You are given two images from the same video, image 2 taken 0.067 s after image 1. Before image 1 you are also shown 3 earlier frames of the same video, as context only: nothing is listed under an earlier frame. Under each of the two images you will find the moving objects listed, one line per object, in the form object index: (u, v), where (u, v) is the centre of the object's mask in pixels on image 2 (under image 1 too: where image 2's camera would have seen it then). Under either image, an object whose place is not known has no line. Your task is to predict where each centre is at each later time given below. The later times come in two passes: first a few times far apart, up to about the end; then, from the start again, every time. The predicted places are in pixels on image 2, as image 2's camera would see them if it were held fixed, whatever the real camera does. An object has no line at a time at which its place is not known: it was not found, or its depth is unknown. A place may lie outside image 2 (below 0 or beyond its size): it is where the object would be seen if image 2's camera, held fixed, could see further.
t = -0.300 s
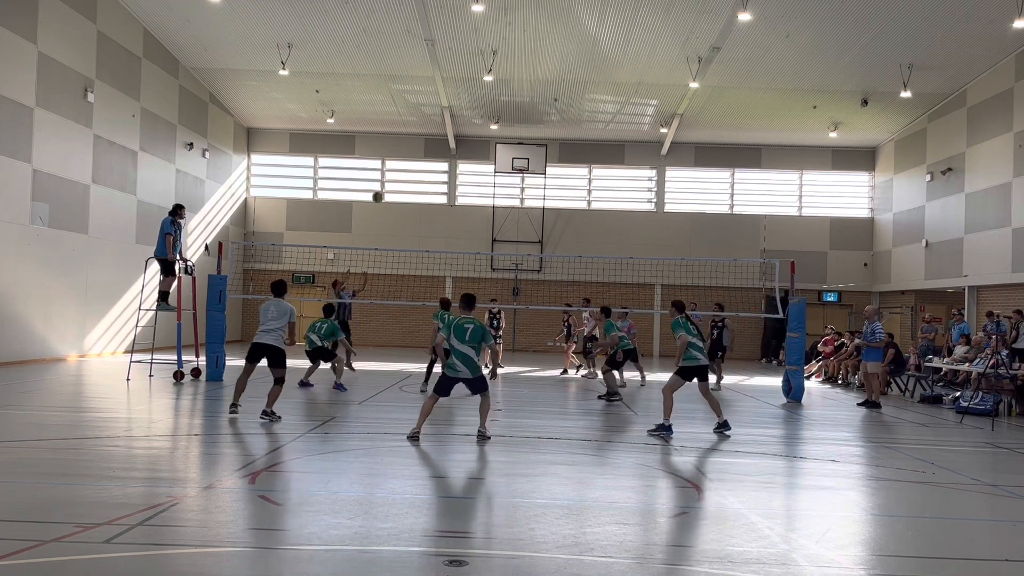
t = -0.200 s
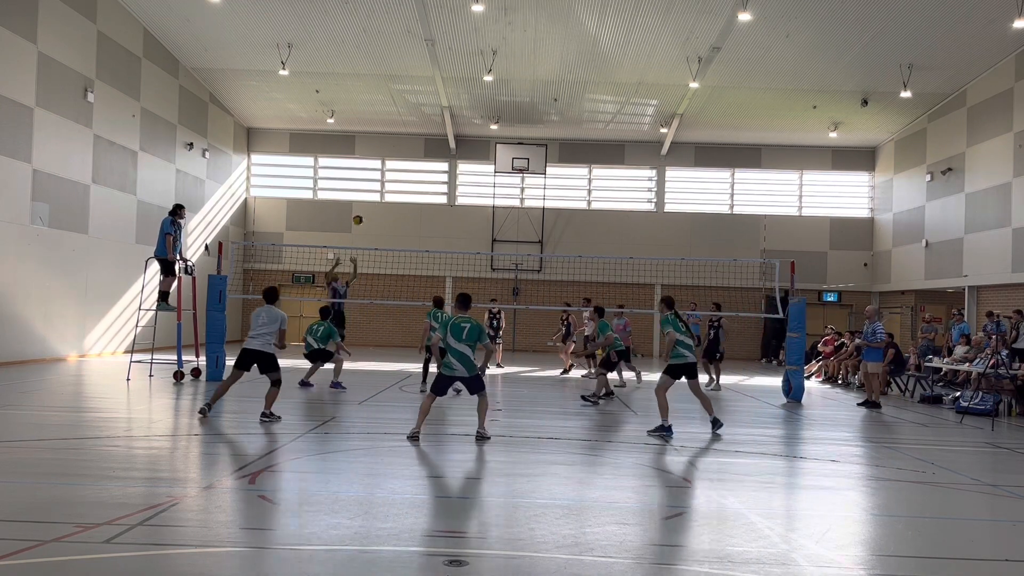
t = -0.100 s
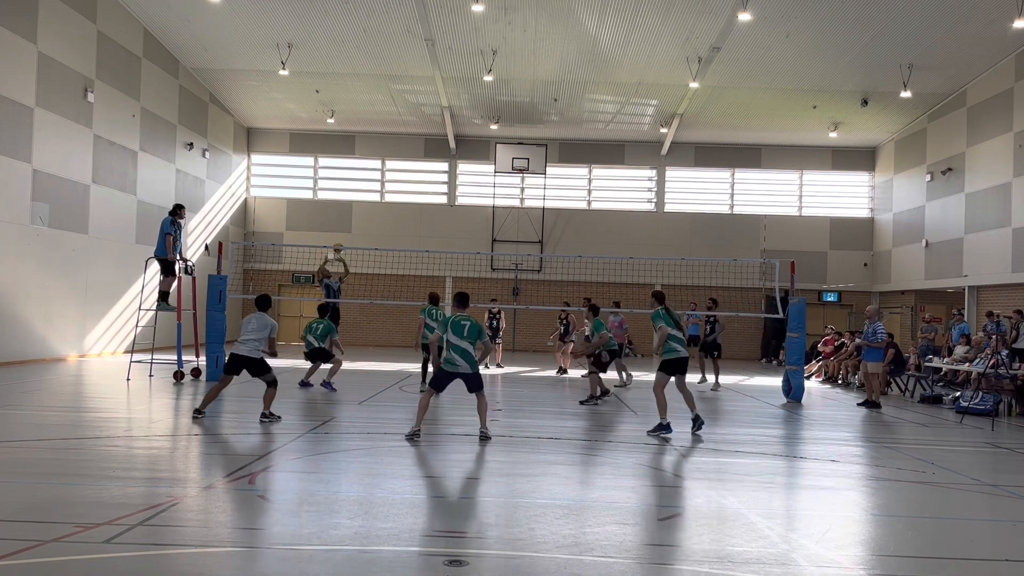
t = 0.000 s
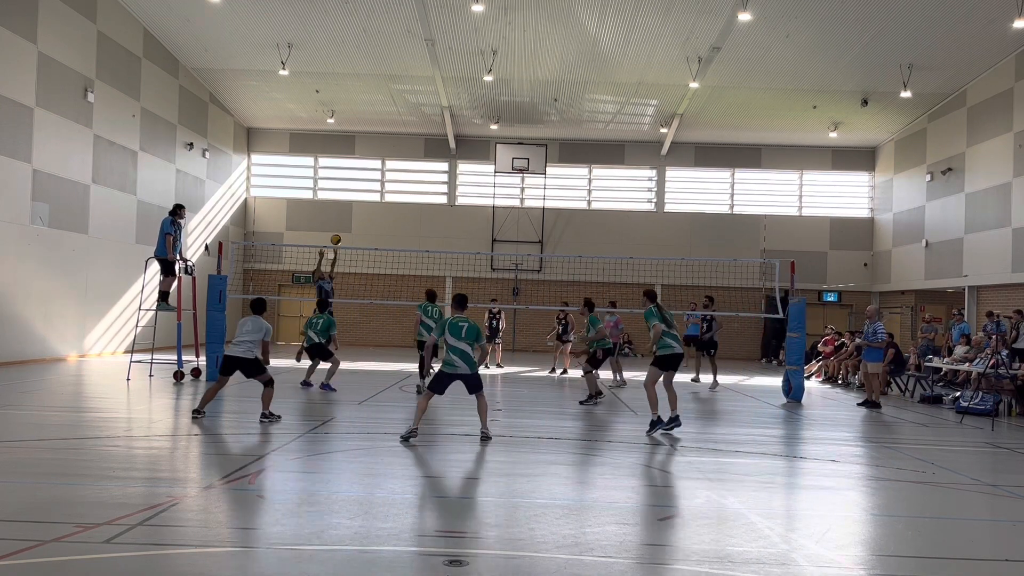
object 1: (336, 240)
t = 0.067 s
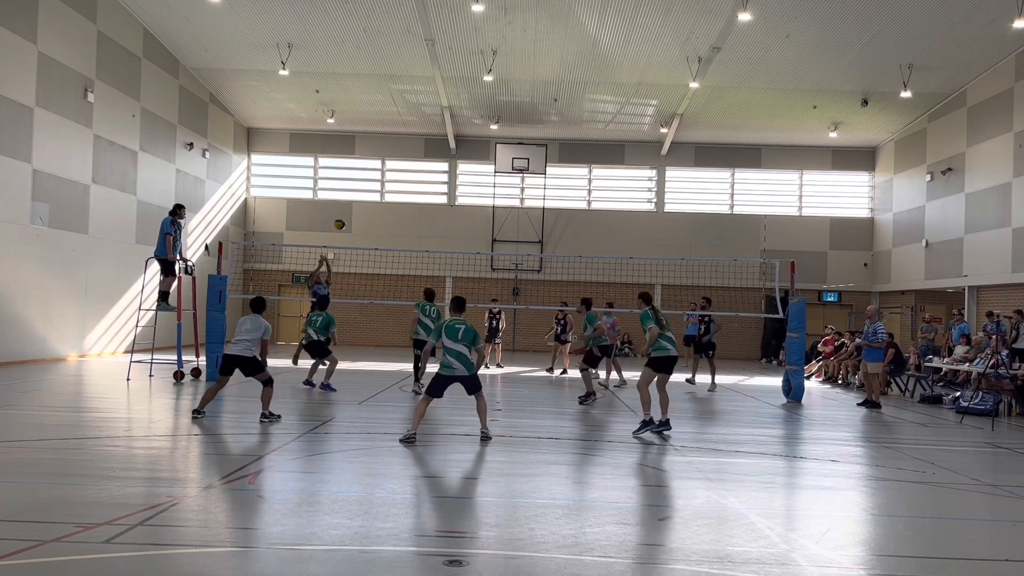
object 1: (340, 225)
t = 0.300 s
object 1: (354, 187)
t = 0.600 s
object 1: (376, 189)
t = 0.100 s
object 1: (341, 217)
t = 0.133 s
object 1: (343, 211)
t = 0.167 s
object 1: (345, 204)
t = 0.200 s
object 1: (347, 199)
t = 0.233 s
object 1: (349, 194)
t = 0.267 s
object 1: (352, 190)
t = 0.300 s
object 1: (354, 187)
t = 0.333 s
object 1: (356, 184)
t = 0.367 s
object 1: (359, 182)
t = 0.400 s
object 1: (361, 180)
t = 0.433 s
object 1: (363, 180)
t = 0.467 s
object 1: (366, 180)
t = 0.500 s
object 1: (368, 181)
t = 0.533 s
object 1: (371, 183)
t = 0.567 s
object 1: (373, 185)
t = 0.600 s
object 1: (376, 189)
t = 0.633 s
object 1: (379, 194)
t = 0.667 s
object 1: (382, 200)
